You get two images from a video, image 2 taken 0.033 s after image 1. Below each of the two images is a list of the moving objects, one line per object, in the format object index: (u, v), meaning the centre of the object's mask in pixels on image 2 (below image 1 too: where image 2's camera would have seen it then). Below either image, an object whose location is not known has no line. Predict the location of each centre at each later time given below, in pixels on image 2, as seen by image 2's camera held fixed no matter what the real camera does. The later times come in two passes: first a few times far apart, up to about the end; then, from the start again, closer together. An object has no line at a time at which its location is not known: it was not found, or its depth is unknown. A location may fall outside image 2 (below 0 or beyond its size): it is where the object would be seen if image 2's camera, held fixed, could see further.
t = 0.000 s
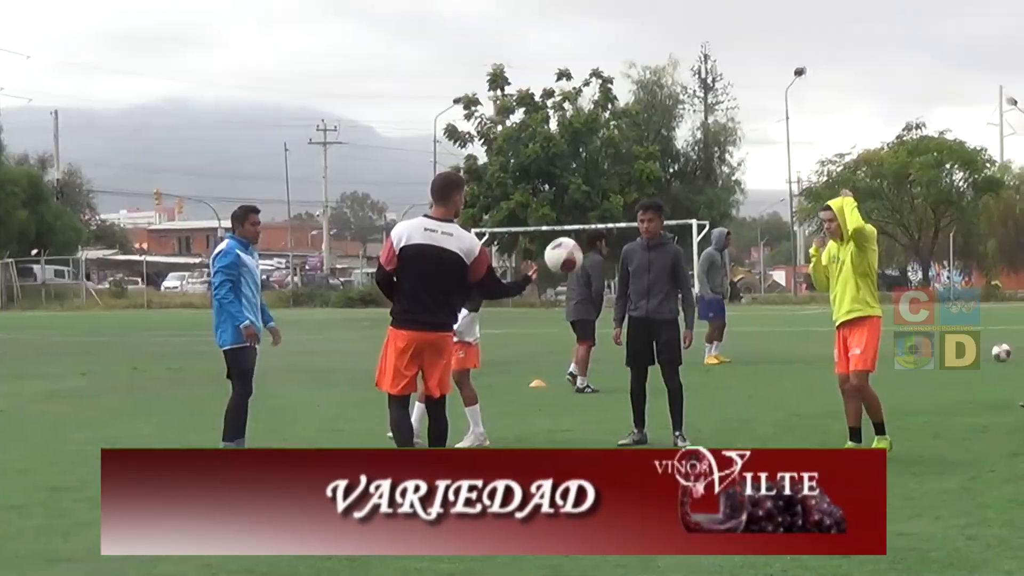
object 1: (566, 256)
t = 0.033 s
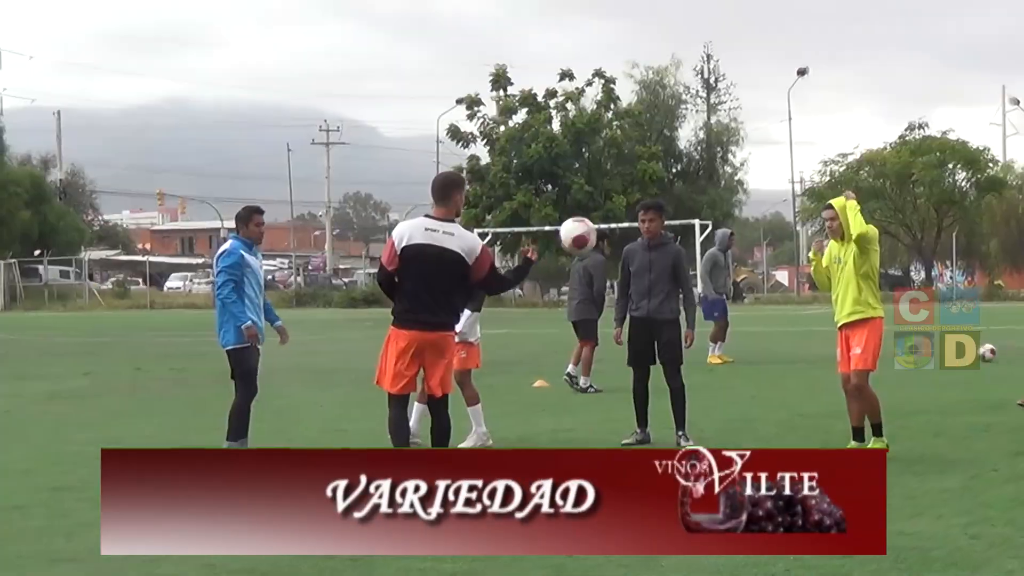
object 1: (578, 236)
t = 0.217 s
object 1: (639, 154)
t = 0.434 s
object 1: (716, 130)
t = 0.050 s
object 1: (583, 226)
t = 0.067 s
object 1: (589, 216)
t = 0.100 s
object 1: (600, 198)
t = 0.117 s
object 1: (605, 191)
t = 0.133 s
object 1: (611, 183)
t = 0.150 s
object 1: (617, 177)
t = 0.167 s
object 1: (623, 170)
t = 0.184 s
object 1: (629, 165)
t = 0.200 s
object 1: (634, 160)
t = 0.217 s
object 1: (639, 154)
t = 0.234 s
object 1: (646, 150)
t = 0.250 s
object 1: (651, 146)
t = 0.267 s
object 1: (657, 142)
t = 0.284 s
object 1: (663, 140)
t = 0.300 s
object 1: (668, 137)
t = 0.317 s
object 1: (674, 136)
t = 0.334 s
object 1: (680, 134)
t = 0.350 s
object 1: (686, 132)
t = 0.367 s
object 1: (692, 132)
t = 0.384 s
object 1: (697, 131)
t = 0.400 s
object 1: (703, 130)
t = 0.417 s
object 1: (709, 130)
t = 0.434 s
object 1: (716, 130)
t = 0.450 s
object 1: (722, 130)
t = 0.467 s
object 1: (727, 131)
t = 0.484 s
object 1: (732, 135)
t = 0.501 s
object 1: (737, 137)
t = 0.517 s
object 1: (741, 142)
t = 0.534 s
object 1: (747, 146)
